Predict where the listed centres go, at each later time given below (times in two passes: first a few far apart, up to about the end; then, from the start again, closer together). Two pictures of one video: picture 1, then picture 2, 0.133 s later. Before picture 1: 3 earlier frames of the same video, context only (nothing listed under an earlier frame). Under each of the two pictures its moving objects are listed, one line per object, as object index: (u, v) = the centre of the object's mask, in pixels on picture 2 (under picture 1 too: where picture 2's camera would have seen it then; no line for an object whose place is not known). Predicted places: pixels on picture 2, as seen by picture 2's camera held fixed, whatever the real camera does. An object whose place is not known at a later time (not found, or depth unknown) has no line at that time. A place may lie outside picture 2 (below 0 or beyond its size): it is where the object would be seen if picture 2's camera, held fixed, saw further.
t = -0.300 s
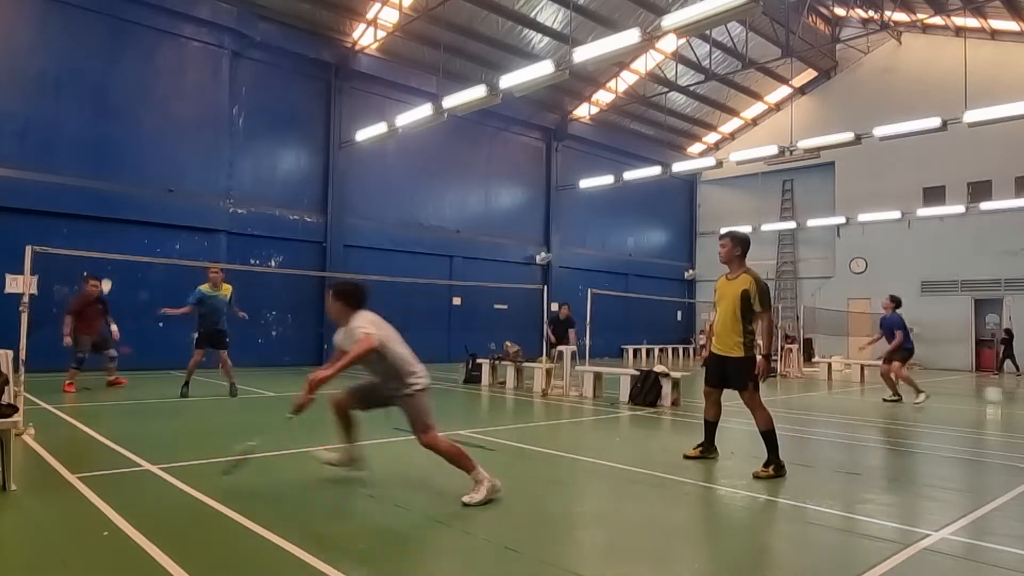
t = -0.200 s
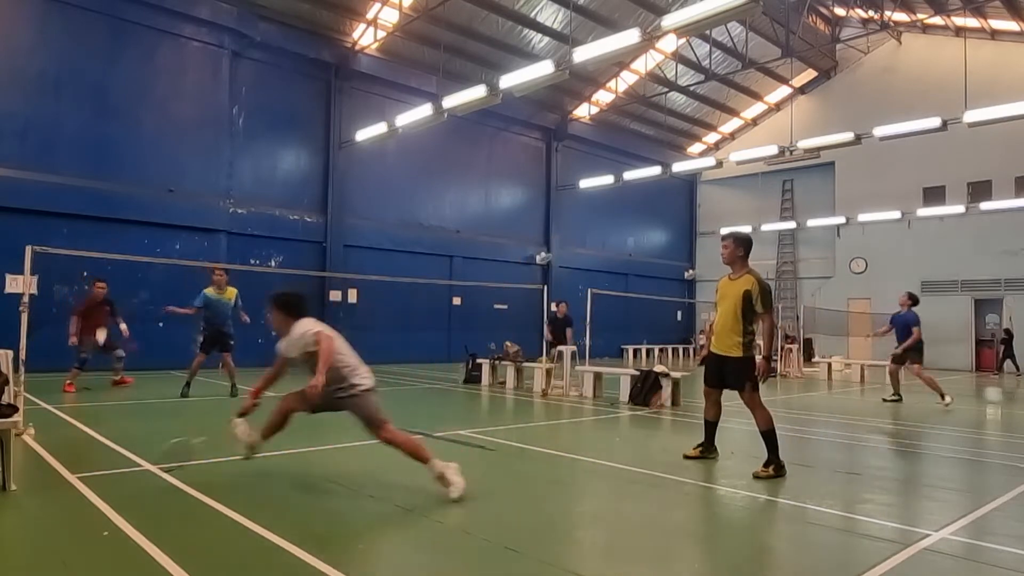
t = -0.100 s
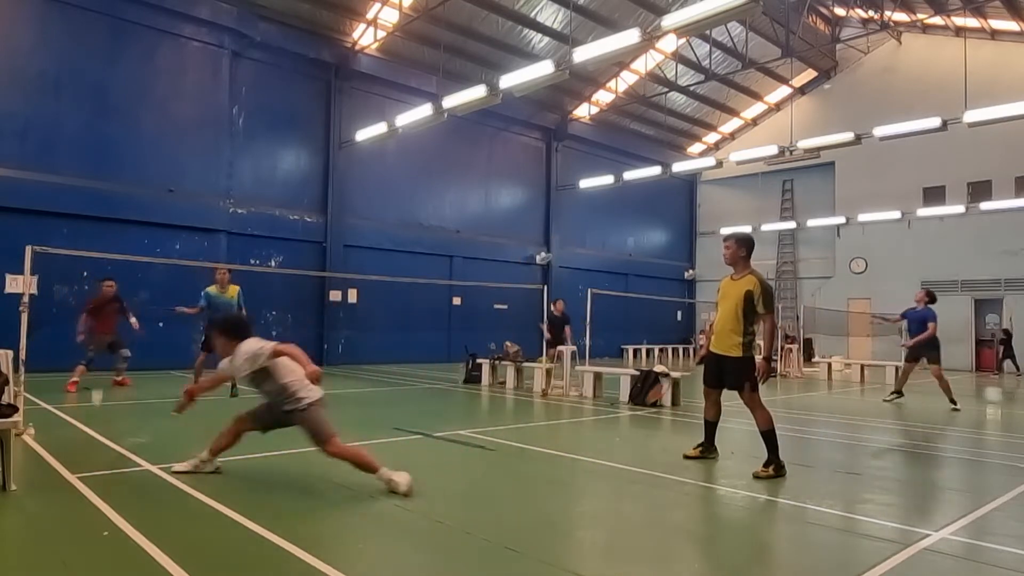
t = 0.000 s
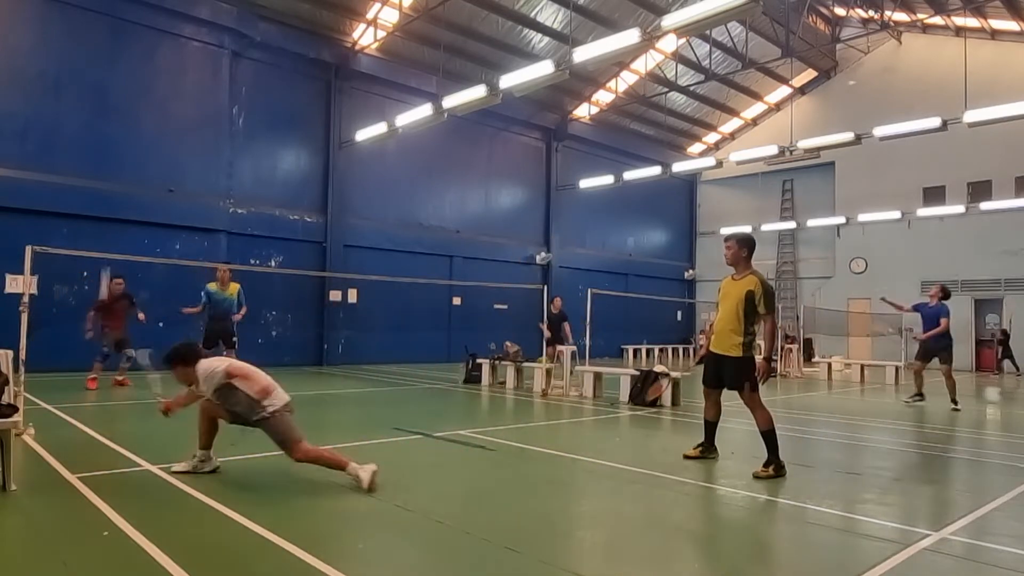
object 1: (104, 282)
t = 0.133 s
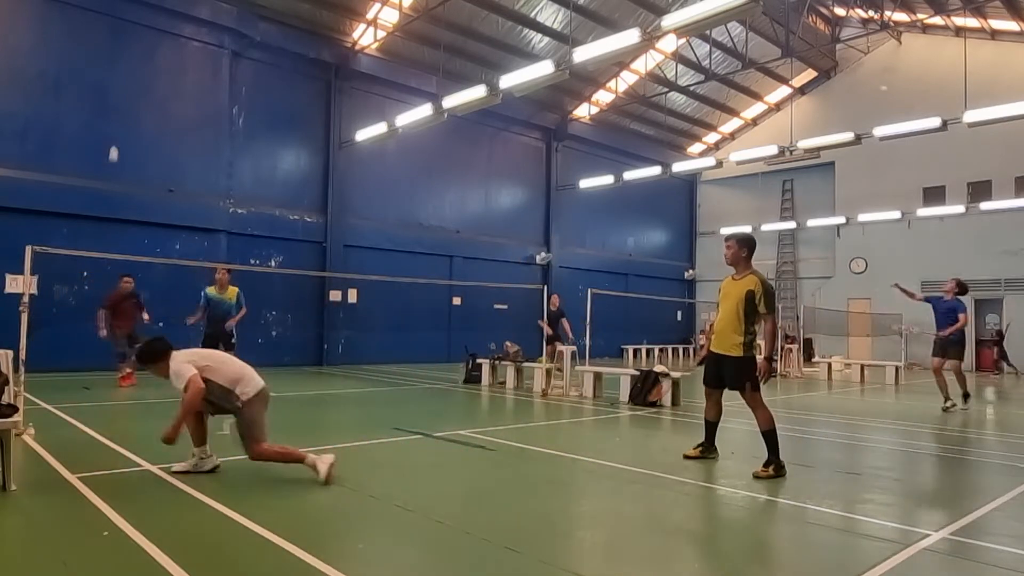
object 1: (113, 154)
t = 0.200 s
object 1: (116, 120)
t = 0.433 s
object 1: (122, 68)
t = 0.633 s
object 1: (124, 70)
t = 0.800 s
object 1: (125, 93)
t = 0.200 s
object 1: (116, 120)
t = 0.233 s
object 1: (117, 107)
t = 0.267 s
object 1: (118, 96)
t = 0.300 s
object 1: (119, 88)
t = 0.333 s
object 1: (120, 80)
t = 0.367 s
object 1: (121, 75)
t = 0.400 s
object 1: (122, 71)
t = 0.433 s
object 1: (122, 68)
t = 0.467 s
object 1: (122, 66)
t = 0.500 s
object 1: (122, 65)
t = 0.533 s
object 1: (123, 65)
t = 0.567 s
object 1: (123, 65)
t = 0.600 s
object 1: (123, 67)
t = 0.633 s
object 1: (124, 70)
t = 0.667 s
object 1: (124, 73)
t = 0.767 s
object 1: (125, 87)
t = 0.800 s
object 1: (125, 93)
